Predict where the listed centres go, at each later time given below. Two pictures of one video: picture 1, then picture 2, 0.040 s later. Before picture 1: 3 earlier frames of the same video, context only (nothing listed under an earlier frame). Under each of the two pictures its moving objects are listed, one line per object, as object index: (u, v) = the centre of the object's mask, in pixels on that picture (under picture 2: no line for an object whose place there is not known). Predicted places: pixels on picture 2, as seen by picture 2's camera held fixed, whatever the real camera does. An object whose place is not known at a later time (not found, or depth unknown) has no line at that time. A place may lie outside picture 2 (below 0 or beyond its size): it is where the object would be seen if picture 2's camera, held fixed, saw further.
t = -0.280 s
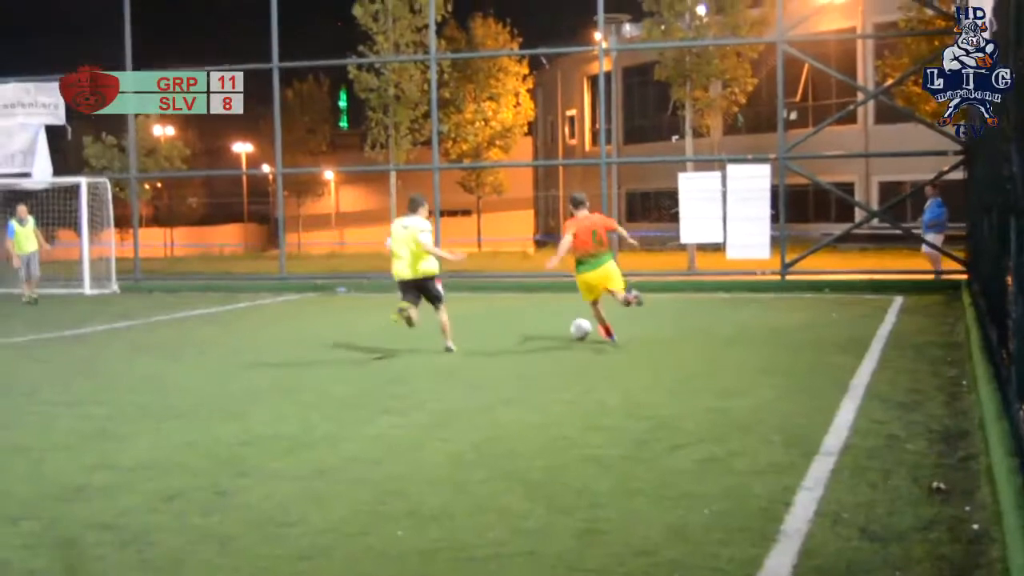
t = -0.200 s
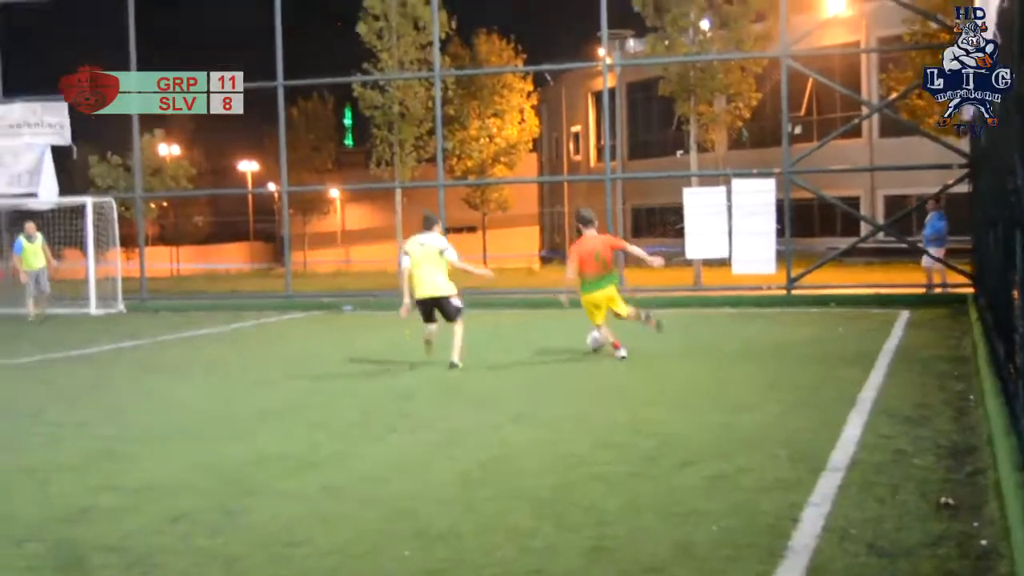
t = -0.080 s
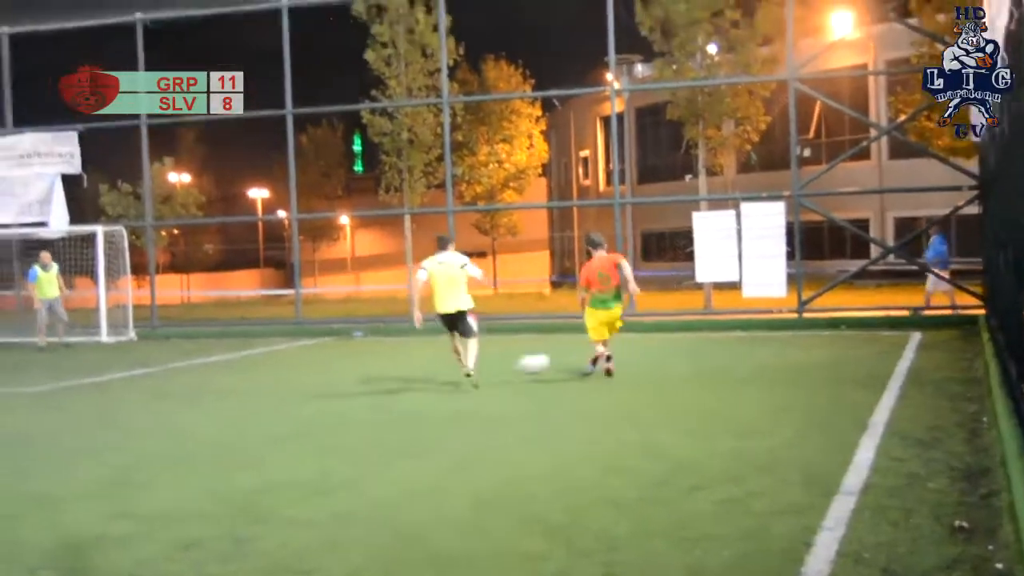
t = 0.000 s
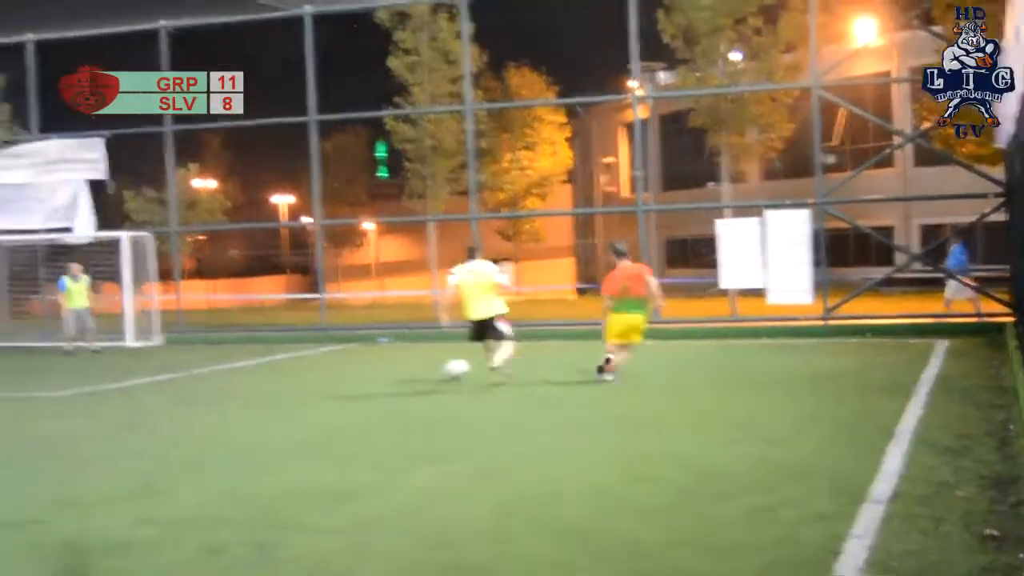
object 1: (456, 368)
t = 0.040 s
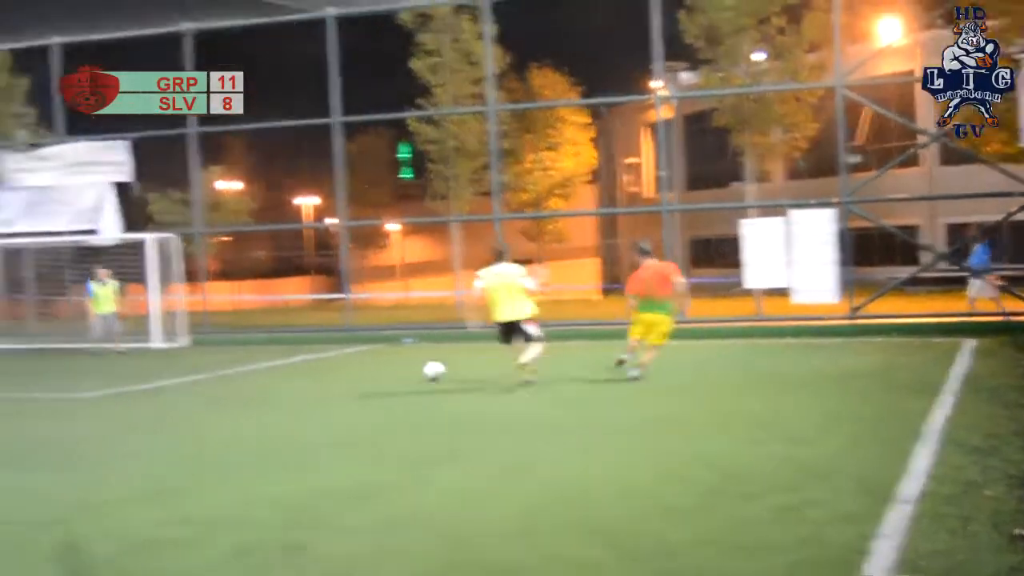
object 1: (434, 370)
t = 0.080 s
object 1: (391, 371)
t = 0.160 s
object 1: (314, 367)
